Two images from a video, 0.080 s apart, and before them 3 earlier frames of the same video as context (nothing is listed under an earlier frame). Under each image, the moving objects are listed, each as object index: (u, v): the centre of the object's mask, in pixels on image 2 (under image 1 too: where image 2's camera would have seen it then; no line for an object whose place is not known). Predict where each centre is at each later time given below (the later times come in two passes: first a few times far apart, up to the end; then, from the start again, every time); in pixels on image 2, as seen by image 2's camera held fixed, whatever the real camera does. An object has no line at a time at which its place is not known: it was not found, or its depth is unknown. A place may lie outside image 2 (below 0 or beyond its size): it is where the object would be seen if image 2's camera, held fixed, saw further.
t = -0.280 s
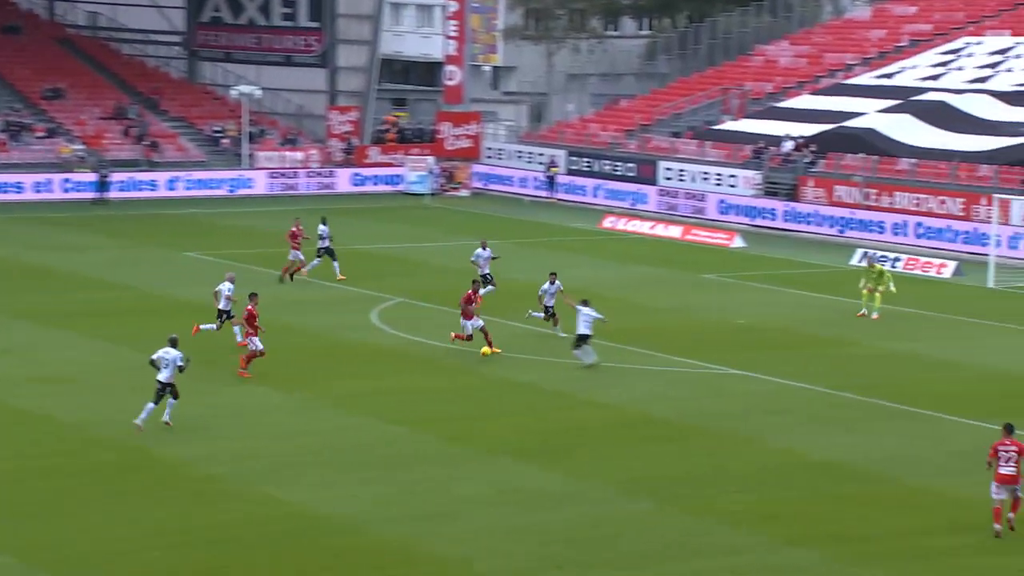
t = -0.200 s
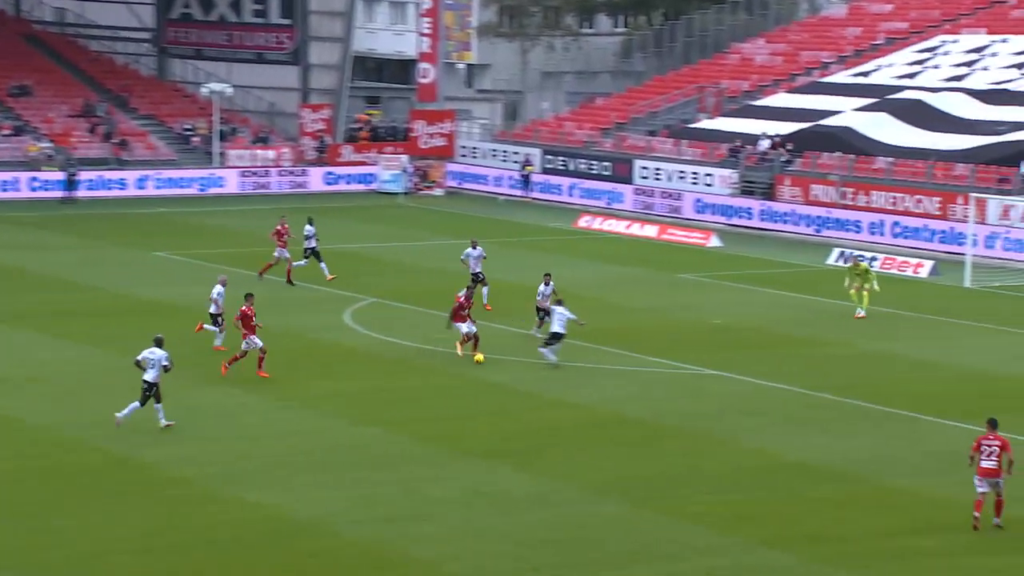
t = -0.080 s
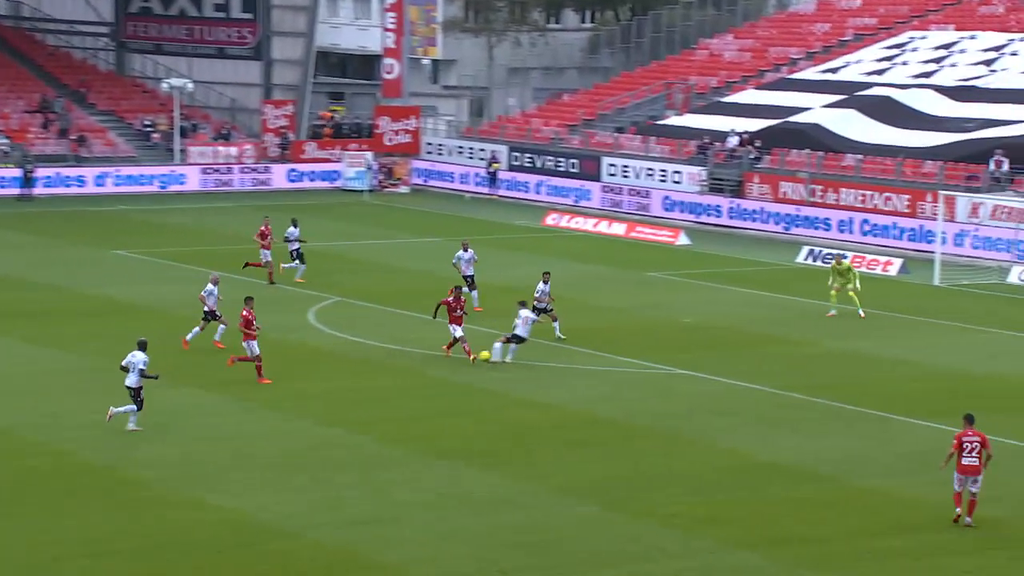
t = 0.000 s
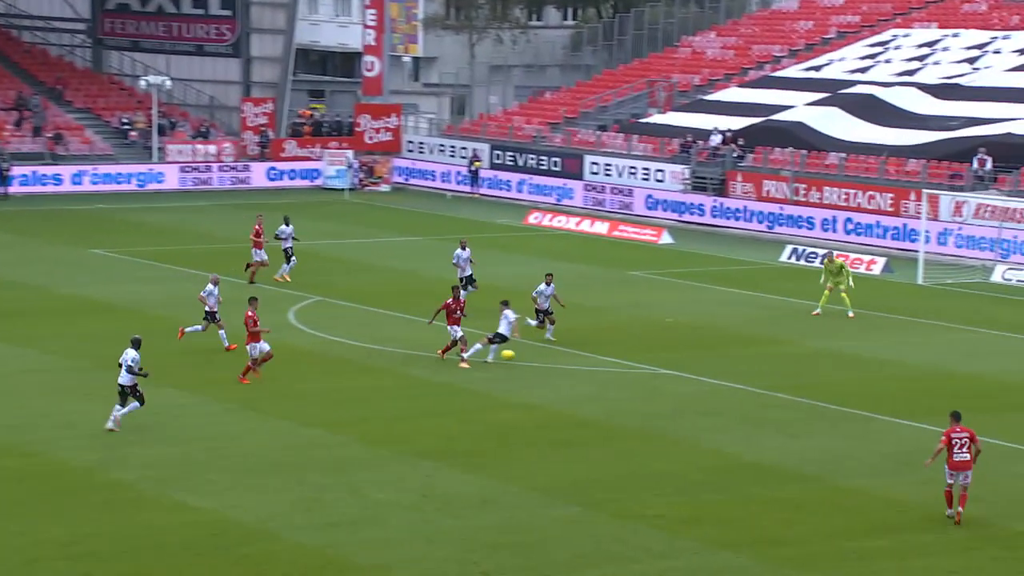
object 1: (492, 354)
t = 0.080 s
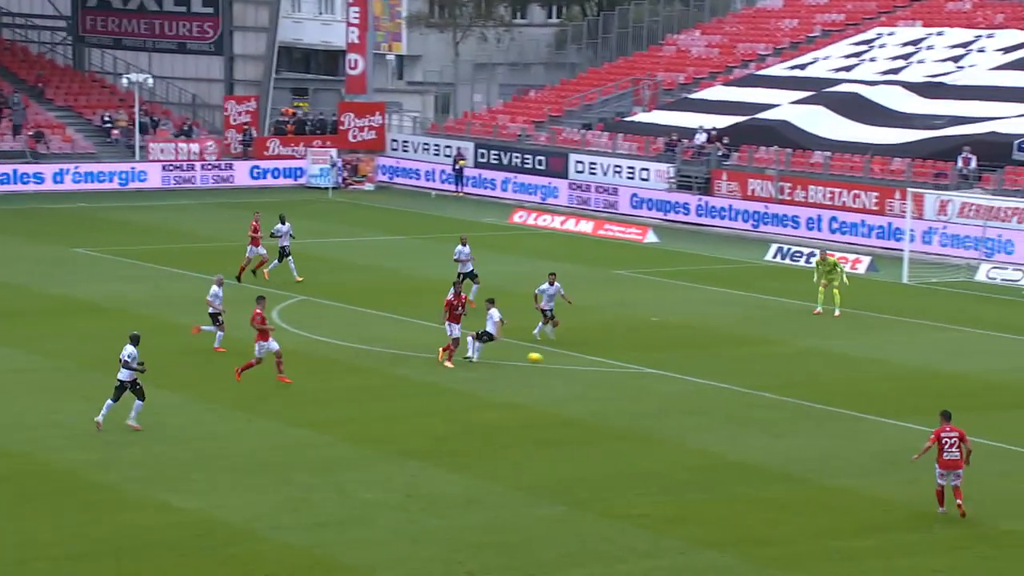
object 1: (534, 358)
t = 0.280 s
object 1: (646, 383)
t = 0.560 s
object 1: (808, 420)
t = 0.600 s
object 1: (830, 422)
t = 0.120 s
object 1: (556, 360)
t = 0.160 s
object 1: (578, 364)
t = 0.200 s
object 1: (601, 369)
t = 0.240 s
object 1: (624, 376)
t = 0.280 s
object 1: (646, 383)
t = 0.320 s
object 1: (670, 392)
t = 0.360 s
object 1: (692, 401)
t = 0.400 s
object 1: (717, 412)
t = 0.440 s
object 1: (740, 420)
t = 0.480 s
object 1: (762, 418)
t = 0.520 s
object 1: (785, 418)
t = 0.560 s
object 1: (808, 420)
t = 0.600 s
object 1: (830, 422)
